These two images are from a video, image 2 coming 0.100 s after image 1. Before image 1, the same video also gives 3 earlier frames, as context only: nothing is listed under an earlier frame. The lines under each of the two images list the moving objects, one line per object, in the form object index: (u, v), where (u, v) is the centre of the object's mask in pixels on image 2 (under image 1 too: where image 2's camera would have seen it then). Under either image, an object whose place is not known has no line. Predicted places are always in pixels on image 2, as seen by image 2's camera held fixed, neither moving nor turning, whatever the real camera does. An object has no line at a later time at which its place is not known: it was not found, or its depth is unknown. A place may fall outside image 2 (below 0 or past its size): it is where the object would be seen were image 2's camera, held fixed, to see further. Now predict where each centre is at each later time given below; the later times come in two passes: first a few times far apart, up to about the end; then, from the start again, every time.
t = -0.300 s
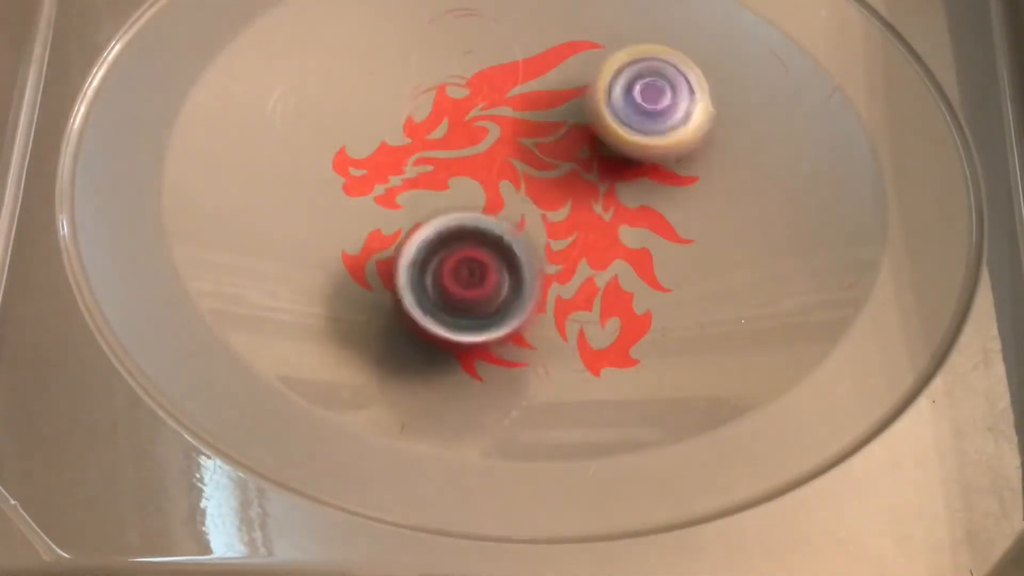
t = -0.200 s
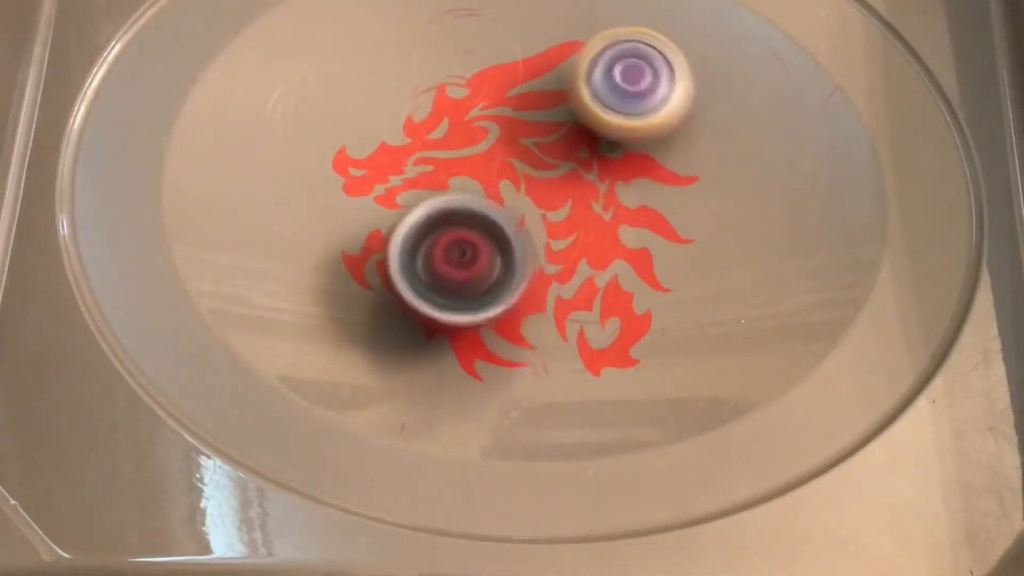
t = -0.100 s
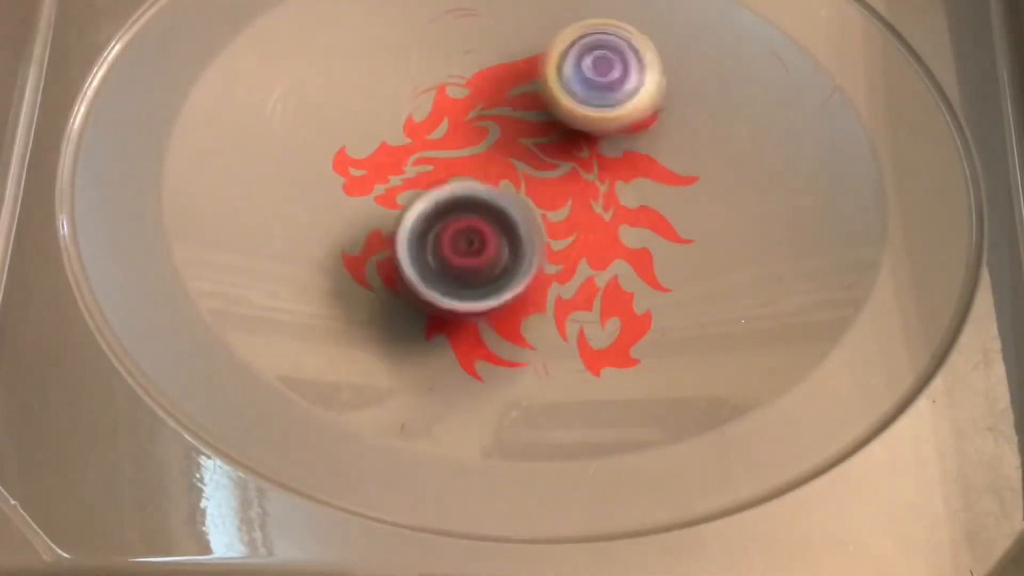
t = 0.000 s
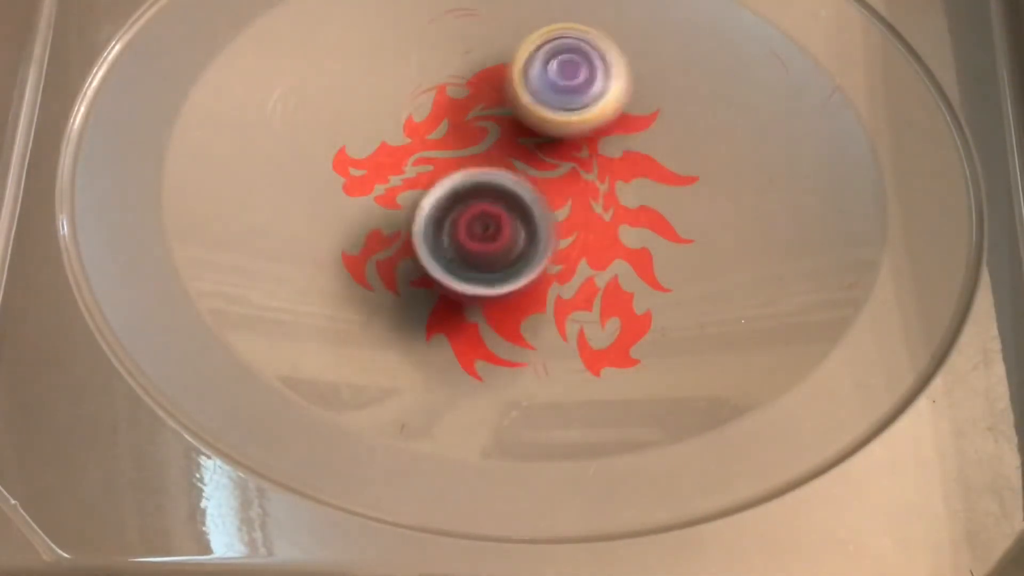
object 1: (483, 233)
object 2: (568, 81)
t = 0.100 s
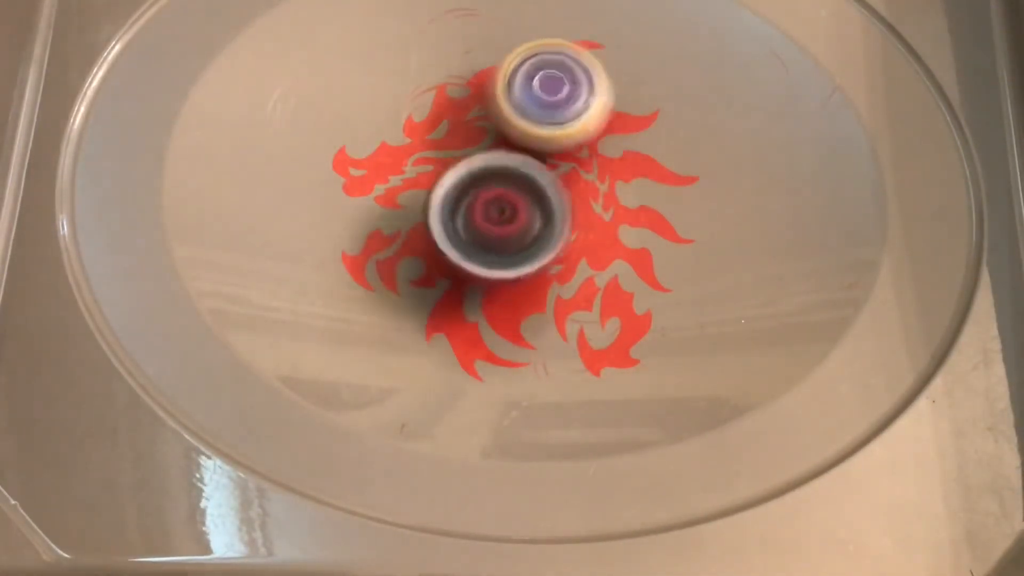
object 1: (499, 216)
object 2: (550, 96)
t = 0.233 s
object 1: (506, 223)
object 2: (548, 95)
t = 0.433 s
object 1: (515, 228)
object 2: (529, 109)
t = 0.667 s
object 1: (527, 245)
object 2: (514, 121)
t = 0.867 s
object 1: (541, 253)
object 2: (503, 132)
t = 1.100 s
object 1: (558, 259)
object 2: (487, 147)
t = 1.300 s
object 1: (572, 260)
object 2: (473, 161)
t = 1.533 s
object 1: (581, 250)
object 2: (466, 178)
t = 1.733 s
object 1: (593, 237)
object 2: (457, 188)
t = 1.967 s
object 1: (595, 218)
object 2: (455, 191)
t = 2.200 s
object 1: (599, 197)
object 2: (451, 191)
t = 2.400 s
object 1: (596, 179)
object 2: (451, 192)
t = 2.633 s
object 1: (615, 155)
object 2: (435, 192)
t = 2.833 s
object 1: (616, 139)
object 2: (431, 191)
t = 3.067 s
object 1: (603, 127)
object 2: (436, 185)
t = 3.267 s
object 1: (580, 125)
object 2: (449, 184)
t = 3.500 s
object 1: (591, 115)
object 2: (440, 193)
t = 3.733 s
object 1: (590, 116)
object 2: (443, 203)
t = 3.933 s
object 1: (588, 120)
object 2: (446, 207)
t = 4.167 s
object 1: (580, 132)
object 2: (469, 219)
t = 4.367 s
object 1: (611, 124)
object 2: (451, 246)
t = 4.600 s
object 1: (621, 125)
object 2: (449, 260)
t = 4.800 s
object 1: (623, 127)
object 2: (459, 262)
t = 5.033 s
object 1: (618, 130)
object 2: (476, 248)
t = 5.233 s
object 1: (608, 142)
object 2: (495, 229)
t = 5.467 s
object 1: (661, 125)
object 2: (454, 244)
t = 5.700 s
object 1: (684, 140)
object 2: (438, 260)
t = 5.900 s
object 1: (658, 160)
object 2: (456, 256)
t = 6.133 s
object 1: (598, 164)
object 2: (465, 221)
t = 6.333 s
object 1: (624, 143)
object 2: (420, 211)
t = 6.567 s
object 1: (619, 135)
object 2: (419, 206)
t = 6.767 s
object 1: (607, 134)
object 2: (436, 184)
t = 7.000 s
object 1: (598, 137)
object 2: (459, 168)
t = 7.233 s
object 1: (655, 135)
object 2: (440, 166)
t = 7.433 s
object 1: (713, 158)
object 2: (412, 169)
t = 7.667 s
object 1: (710, 182)
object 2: (409, 198)
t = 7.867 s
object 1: (654, 204)
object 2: (432, 203)
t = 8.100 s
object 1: (638, 195)
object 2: (409, 201)
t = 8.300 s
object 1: (646, 194)
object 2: (404, 223)
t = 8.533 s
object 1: (641, 195)
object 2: (435, 228)
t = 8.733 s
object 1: (620, 196)
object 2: (471, 218)
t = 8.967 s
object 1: (662, 190)
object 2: (458, 210)
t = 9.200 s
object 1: (688, 198)
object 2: (442, 205)
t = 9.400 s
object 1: (665, 198)
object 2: (446, 198)
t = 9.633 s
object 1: (601, 177)
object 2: (457, 189)
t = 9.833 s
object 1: (599, 170)
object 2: (442, 180)
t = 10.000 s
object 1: (599, 169)
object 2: (438, 174)
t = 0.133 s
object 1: (503, 211)
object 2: (548, 100)
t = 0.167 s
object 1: (503, 219)
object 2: (549, 96)
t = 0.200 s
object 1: (505, 222)
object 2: (549, 94)
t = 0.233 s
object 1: (506, 223)
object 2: (548, 95)
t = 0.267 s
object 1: (508, 223)
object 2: (545, 98)
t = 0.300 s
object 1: (509, 224)
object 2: (541, 101)
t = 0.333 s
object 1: (511, 224)
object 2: (537, 104)
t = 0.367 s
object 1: (512, 224)
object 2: (534, 106)
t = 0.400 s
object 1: (513, 226)
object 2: (531, 108)
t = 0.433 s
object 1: (515, 228)
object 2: (529, 109)
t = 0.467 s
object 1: (517, 231)
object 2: (526, 110)
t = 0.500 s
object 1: (519, 235)
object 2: (524, 111)
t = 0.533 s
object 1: (520, 237)
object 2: (521, 113)
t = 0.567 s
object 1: (522, 239)
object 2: (519, 115)
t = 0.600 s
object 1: (523, 241)
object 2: (517, 117)
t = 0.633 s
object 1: (525, 244)
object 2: (516, 119)
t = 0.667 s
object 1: (527, 245)
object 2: (514, 121)
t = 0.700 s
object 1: (529, 247)
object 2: (511, 123)
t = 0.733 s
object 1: (532, 248)
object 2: (509, 125)
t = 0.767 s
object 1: (534, 249)
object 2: (508, 127)
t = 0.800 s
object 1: (536, 250)
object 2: (506, 129)
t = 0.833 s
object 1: (539, 251)
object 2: (504, 131)
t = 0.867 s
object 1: (541, 253)
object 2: (503, 132)
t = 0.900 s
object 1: (544, 254)
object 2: (502, 134)
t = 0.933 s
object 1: (546, 255)
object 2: (500, 136)
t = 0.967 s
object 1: (548, 256)
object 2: (497, 139)
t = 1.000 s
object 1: (550, 257)
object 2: (495, 141)
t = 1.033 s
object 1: (553, 257)
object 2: (492, 144)
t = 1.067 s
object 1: (555, 258)
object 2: (490, 146)
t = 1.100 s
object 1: (558, 259)
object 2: (487, 147)
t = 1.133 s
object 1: (560, 260)
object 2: (485, 149)
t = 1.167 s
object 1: (563, 261)
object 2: (482, 151)
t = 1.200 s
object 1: (565, 260)
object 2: (480, 154)
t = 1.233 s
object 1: (567, 261)
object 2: (477, 155)
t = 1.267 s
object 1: (570, 260)
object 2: (475, 158)
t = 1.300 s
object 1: (572, 260)
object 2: (473, 161)
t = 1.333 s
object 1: (573, 259)
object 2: (472, 163)
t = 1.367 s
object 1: (575, 258)
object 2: (471, 166)
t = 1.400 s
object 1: (576, 257)
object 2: (470, 169)
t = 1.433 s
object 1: (577, 255)
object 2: (470, 171)
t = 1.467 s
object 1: (578, 255)
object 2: (469, 173)
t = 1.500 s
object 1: (579, 252)
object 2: (468, 176)
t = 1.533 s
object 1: (581, 250)
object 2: (466, 178)
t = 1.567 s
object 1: (584, 248)
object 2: (464, 180)
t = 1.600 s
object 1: (585, 246)
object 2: (462, 181)
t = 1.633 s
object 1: (588, 244)
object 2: (461, 183)
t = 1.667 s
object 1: (589, 242)
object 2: (459, 185)
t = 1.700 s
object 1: (591, 241)
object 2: (458, 186)
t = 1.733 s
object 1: (593, 237)
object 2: (457, 188)
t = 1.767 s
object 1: (594, 235)
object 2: (456, 189)
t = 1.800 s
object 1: (594, 233)
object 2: (455, 190)
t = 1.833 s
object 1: (594, 230)
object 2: (455, 191)
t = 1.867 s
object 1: (594, 228)
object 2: (455, 191)
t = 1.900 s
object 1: (594, 224)
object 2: (456, 191)
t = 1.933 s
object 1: (594, 221)
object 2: (456, 191)
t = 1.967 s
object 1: (595, 218)
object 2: (455, 191)
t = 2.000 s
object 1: (595, 215)
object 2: (455, 190)
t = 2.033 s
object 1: (596, 213)
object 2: (453, 190)
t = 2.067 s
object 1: (596, 209)
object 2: (453, 190)
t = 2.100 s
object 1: (596, 206)
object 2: (453, 190)
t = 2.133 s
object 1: (598, 203)
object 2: (455, 191)
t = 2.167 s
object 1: (599, 199)
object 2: (451, 191)
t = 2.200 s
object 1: (599, 197)
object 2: (451, 191)
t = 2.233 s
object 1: (600, 194)
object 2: (451, 191)
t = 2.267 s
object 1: (599, 191)
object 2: (451, 191)
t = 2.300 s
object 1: (599, 188)
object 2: (451, 191)
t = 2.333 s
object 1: (599, 184)
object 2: (451, 191)
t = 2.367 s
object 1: (597, 182)
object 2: (451, 191)
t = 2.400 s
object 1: (596, 179)
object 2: (451, 192)
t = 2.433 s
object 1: (595, 175)
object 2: (451, 192)
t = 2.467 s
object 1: (600, 172)
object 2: (444, 191)
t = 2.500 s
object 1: (607, 168)
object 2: (439, 191)
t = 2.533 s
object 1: (610, 163)
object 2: (438, 192)
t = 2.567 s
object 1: (612, 160)
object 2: (437, 192)
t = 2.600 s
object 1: (614, 158)
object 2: (436, 192)
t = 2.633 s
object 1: (615, 155)
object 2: (435, 192)
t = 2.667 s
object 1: (616, 153)
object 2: (434, 193)
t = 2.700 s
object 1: (617, 150)
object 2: (433, 193)
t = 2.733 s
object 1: (617, 147)
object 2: (432, 192)
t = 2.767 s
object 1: (618, 145)
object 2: (431, 192)
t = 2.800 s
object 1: (618, 142)
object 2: (431, 191)
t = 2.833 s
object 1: (616, 139)
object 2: (431, 191)
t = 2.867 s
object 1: (615, 137)
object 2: (430, 190)
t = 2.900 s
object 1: (614, 135)
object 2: (430, 189)
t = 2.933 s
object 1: (612, 133)
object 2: (431, 188)
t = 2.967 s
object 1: (609, 131)
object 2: (431, 188)
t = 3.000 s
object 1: (608, 129)
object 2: (433, 187)
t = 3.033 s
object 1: (605, 128)
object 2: (434, 186)
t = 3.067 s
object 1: (603, 127)
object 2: (436, 185)
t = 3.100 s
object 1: (600, 127)
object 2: (438, 185)
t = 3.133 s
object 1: (597, 125)
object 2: (440, 184)
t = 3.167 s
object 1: (592, 125)
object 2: (442, 184)
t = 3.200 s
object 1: (589, 125)
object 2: (445, 184)
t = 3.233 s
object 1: (586, 125)
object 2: (447, 184)
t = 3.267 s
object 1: (580, 125)
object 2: (449, 184)
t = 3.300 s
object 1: (577, 125)
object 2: (450, 184)
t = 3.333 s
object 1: (584, 119)
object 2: (443, 186)
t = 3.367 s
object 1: (587, 116)
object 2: (441, 187)
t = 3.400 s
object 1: (588, 116)
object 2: (441, 188)
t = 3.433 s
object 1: (590, 115)
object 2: (440, 190)
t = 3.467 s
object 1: (591, 115)
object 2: (440, 192)
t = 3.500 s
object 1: (591, 115)
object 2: (440, 193)
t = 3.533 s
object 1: (591, 115)
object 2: (440, 194)
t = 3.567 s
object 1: (592, 115)
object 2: (440, 196)
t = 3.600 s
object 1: (592, 115)
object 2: (440, 197)
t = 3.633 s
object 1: (592, 115)
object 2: (441, 199)
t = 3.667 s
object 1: (591, 115)
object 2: (441, 200)
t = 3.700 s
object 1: (591, 115)
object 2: (442, 201)
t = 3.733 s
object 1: (590, 116)
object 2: (443, 203)
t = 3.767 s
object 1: (589, 116)
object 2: (443, 204)
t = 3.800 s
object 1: (589, 117)
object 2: (445, 205)
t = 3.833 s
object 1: (589, 117)
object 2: (446, 206)
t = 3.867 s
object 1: (588, 118)
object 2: (446, 206)
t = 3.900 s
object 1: (588, 119)
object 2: (446, 206)
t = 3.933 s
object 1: (588, 120)
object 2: (446, 207)
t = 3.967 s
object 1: (586, 121)
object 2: (448, 209)
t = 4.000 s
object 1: (585, 122)
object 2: (451, 210)
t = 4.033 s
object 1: (584, 124)
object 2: (454, 212)
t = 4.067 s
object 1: (583, 126)
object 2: (458, 214)
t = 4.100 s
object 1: (583, 127)
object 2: (462, 215)
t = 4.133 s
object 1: (581, 129)
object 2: (466, 217)
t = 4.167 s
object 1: (580, 132)
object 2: (469, 219)
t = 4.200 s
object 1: (590, 128)
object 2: (462, 226)
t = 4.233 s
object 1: (596, 124)
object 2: (456, 231)
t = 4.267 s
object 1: (600, 123)
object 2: (454, 236)
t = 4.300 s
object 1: (603, 124)
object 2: (453, 239)
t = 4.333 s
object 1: (607, 125)
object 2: (452, 243)
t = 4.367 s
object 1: (611, 124)
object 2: (451, 246)
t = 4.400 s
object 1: (613, 124)
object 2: (451, 249)
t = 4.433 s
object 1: (615, 124)
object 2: (450, 251)
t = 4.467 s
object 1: (616, 125)
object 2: (450, 253)
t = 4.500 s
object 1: (618, 125)
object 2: (450, 255)
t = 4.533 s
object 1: (619, 125)
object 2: (449, 257)
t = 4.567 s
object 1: (620, 125)
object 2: (449, 258)
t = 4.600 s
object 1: (621, 125)
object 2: (449, 260)
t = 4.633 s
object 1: (621, 126)
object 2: (451, 261)
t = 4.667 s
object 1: (622, 126)
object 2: (452, 262)
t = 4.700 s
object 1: (622, 126)
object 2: (455, 262)
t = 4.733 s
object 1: (622, 126)
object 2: (456, 262)
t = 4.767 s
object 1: (622, 126)
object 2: (458, 263)
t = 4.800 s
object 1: (623, 127)
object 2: (459, 262)
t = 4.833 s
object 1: (623, 126)
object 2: (461, 261)
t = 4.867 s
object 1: (622, 127)
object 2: (463, 260)
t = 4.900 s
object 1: (621, 127)
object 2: (465, 258)
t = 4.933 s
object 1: (620, 129)
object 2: (468, 256)
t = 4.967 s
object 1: (620, 129)
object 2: (470, 254)
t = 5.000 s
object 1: (619, 130)
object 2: (473, 251)
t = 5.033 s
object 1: (618, 130)
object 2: (476, 248)
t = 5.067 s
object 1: (616, 132)
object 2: (480, 246)
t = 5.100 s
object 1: (615, 134)
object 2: (482, 243)
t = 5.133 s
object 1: (613, 136)
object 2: (485, 240)
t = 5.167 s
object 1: (612, 137)
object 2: (488, 237)
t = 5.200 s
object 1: (610, 139)
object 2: (491, 233)
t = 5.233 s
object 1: (608, 142)
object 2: (495, 229)
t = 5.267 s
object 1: (608, 142)
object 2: (497, 227)
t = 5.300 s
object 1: (608, 141)
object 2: (495, 227)
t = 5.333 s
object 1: (624, 132)
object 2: (481, 233)
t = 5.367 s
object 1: (636, 124)
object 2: (473, 236)
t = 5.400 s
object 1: (646, 122)
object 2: (465, 239)
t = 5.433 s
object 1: (654, 123)
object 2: (459, 241)
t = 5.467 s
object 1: (661, 125)
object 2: (454, 244)
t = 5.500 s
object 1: (669, 127)
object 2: (448, 246)
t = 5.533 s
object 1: (676, 129)
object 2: (442, 247)
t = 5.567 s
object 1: (680, 130)
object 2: (438, 248)
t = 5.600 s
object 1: (682, 132)
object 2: (435, 251)
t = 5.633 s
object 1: (683, 135)
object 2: (434, 254)
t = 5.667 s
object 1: (684, 138)
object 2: (436, 257)
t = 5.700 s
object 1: (684, 140)
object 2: (438, 260)
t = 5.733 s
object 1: (683, 143)
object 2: (440, 262)
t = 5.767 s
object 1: (681, 146)
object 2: (444, 264)
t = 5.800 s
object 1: (677, 149)
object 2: (449, 264)
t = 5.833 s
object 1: (672, 152)
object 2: (453, 264)
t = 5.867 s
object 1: (665, 156)
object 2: (456, 260)
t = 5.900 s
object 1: (658, 160)
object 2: (456, 256)
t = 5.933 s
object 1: (649, 165)
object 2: (458, 250)
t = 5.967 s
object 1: (641, 168)
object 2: (459, 245)
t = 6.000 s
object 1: (633, 167)
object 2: (461, 239)
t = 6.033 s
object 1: (623, 166)
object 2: (464, 235)
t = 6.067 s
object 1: (613, 166)
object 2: (466, 230)
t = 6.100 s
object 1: (601, 167)
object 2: (468, 224)
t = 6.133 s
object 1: (598, 164)
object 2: (465, 221)
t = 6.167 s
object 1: (609, 156)
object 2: (449, 221)
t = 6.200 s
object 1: (619, 149)
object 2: (438, 220)
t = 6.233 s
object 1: (621, 147)
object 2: (432, 217)
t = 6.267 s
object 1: (622, 146)
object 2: (427, 216)
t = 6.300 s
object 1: (623, 145)
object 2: (424, 214)
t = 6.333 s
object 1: (624, 143)
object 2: (420, 211)
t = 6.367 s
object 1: (624, 142)
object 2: (416, 209)
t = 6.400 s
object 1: (625, 139)
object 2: (415, 208)
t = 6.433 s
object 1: (624, 138)
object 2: (415, 209)
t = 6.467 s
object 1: (623, 136)
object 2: (415, 210)
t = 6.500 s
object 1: (622, 136)
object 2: (416, 210)
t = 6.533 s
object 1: (621, 135)
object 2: (417, 209)
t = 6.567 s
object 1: (619, 135)
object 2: (419, 206)
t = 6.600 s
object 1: (618, 134)
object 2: (420, 203)
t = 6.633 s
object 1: (617, 134)
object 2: (422, 199)
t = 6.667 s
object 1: (615, 133)
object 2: (425, 194)
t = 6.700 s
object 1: (613, 133)
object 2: (429, 191)
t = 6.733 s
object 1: (610, 134)
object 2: (433, 188)
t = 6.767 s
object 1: (607, 134)
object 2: (436, 184)
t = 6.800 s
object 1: (603, 134)
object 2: (441, 181)
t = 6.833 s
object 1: (598, 135)
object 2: (446, 177)
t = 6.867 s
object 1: (593, 137)
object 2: (451, 176)
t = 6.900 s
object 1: (590, 138)
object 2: (454, 174)
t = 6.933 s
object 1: (592, 138)
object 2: (455, 173)
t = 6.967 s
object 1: (595, 136)
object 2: (455, 170)
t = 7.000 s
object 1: (598, 137)
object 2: (459, 168)
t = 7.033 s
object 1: (600, 137)
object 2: (461, 168)
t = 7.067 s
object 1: (602, 138)
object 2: (463, 167)
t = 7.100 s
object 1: (605, 138)
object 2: (466, 166)
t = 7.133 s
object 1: (608, 138)
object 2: (468, 165)
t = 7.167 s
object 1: (613, 138)
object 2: (465, 166)
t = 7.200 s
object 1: (640, 135)
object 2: (449, 166)
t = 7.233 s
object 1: (655, 135)
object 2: (440, 166)
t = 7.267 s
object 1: (667, 139)
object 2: (434, 167)
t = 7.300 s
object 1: (679, 142)
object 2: (430, 168)
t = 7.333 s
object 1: (691, 145)
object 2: (427, 169)
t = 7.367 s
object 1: (701, 149)
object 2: (422, 170)
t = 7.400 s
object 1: (708, 153)
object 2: (417, 170)
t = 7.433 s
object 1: (713, 158)
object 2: (412, 169)
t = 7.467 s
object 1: (716, 162)
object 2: (410, 171)
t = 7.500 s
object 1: (717, 165)
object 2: (408, 175)
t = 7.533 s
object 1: (718, 169)
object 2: (407, 180)
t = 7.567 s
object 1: (716, 172)
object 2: (405, 185)
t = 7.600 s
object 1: (715, 174)
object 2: (405, 190)
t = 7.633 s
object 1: (713, 178)
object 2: (406, 194)
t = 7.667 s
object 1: (710, 182)
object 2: (409, 198)
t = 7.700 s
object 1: (705, 185)
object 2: (412, 202)
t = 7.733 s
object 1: (698, 189)
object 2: (416, 204)
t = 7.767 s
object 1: (689, 192)
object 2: (419, 204)
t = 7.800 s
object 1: (678, 197)
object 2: (423, 204)
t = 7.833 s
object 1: (667, 200)
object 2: (427, 204)
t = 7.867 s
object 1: (654, 204)
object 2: (432, 203)
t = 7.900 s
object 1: (641, 206)
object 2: (438, 204)
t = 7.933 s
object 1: (628, 205)
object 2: (443, 205)
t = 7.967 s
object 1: (616, 203)
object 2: (449, 205)
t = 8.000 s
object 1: (598, 202)
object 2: (453, 206)
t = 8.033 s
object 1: (611, 201)
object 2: (437, 204)
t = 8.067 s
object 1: (629, 198)
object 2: (419, 202)
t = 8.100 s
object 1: (638, 195)
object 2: (409, 201)
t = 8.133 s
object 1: (641, 194)
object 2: (408, 204)
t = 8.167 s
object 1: (643, 193)
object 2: (406, 208)
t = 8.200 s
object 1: (644, 193)
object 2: (404, 213)
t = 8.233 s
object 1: (645, 193)
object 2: (402, 217)
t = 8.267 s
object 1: (646, 194)
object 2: (403, 220)
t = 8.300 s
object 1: (646, 194)
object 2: (404, 223)
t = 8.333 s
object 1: (646, 194)
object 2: (407, 225)
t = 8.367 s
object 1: (646, 194)
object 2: (410, 228)
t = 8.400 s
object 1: (646, 195)
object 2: (417, 230)
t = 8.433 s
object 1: (645, 195)
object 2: (422, 232)
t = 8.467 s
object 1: (645, 195)
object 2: (428, 233)
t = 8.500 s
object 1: (644, 194)
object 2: (431, 232)
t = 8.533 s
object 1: (641, 195)
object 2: (435, 228)
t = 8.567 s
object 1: (639, 194)
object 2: (441, 226)
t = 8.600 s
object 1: (636, 195)
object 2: (446, 224)
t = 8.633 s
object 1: (633, 195)
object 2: (452, 222)
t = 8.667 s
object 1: (628, 195)
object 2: (459, 220)
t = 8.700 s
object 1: (624, 196)
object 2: (465, 219)
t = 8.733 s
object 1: (620, 196)
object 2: (471, 218)
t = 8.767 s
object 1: (619, 195)
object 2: (475, 217)
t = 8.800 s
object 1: (619, 195)
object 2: (476, 215)
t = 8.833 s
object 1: (621, 195)
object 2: (478, 214)
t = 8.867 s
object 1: (624, 193)
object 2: (480, 212)
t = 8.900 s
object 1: (639, 191)
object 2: (467, 211)
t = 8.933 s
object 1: (652, 189)
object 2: (461, 211)
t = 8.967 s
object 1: (662, 190)
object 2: (458, 210)
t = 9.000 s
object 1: (671, 191)
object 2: (454, 209)
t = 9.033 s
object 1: (677, 194)
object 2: (452, 208)
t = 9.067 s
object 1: (683, 196)
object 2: (450, 208)
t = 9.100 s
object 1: (687, 197)
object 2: (446, 207)
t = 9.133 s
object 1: (688, 198)
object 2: (444, 207)
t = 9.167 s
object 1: (688, 198)
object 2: (443, 206)
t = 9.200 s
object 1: (688, 198)
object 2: (442, 205)
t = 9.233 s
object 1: (686, 199)
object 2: (441, 205)
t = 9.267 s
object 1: (684, 198)
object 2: (441, 204)
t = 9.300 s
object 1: (682, 198)
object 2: (441, 203)
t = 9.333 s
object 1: (678, 198)
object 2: (442, 201)
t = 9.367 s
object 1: (673, 198)
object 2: (444, 199)
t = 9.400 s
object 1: (665, 198)
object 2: (446, 198)
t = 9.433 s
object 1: (657, 197)
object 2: (449, 197)
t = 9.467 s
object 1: (647, 196)
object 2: (451, 195)
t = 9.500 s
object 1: (637, 193)
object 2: (455, 194)
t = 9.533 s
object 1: (626, 189)
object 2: (457, 192)
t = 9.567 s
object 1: (614, 185)
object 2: (460, 190)
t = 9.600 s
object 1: (603, 181)
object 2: (461, 189)
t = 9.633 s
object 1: (601, 177)
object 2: (457, 189)
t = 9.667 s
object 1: (602, 174)
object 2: (453, 187)
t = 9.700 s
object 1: (602, 173)
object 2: (453, 186)
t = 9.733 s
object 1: (599, 172)
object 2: (452, 185)
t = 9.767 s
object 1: (595, 173)
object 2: (452, 184)
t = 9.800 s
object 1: (597, 171)
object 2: (447, 182)
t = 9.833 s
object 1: (599, 170)
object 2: (442, 180)
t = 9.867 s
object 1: (599, 170)
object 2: (440, 179)
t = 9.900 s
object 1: (599, 170)
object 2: (439, 177)
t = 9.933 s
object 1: (599, 170)
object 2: (438, 176)
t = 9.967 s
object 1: (599, 169)
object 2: (438, 175)
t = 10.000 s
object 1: (599, 169)
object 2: (438, 174)
